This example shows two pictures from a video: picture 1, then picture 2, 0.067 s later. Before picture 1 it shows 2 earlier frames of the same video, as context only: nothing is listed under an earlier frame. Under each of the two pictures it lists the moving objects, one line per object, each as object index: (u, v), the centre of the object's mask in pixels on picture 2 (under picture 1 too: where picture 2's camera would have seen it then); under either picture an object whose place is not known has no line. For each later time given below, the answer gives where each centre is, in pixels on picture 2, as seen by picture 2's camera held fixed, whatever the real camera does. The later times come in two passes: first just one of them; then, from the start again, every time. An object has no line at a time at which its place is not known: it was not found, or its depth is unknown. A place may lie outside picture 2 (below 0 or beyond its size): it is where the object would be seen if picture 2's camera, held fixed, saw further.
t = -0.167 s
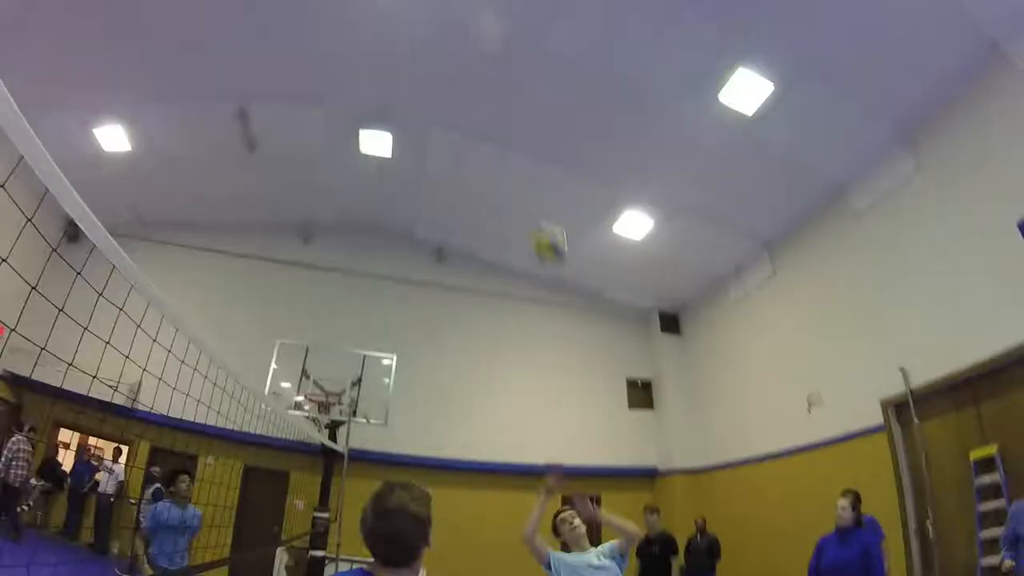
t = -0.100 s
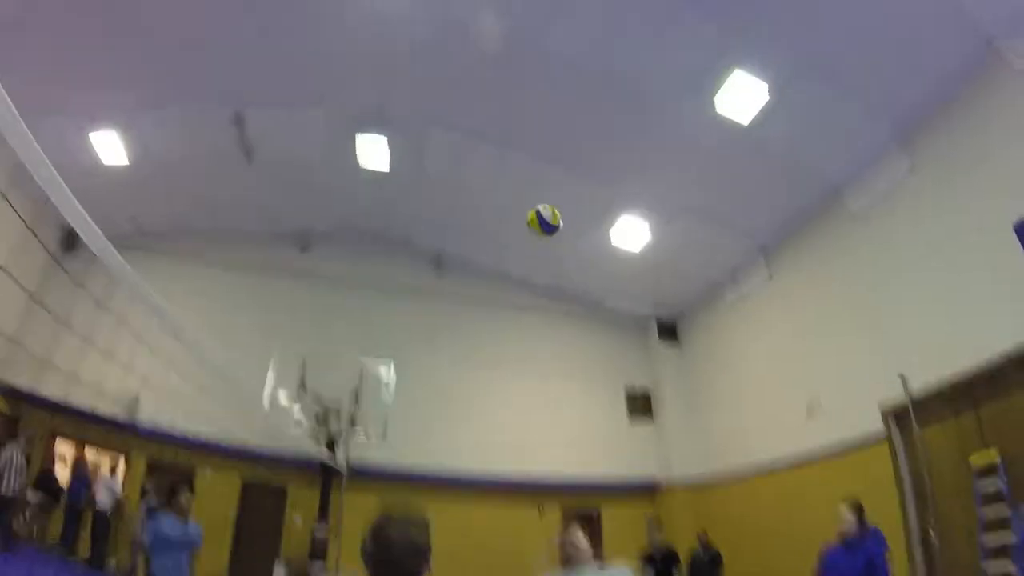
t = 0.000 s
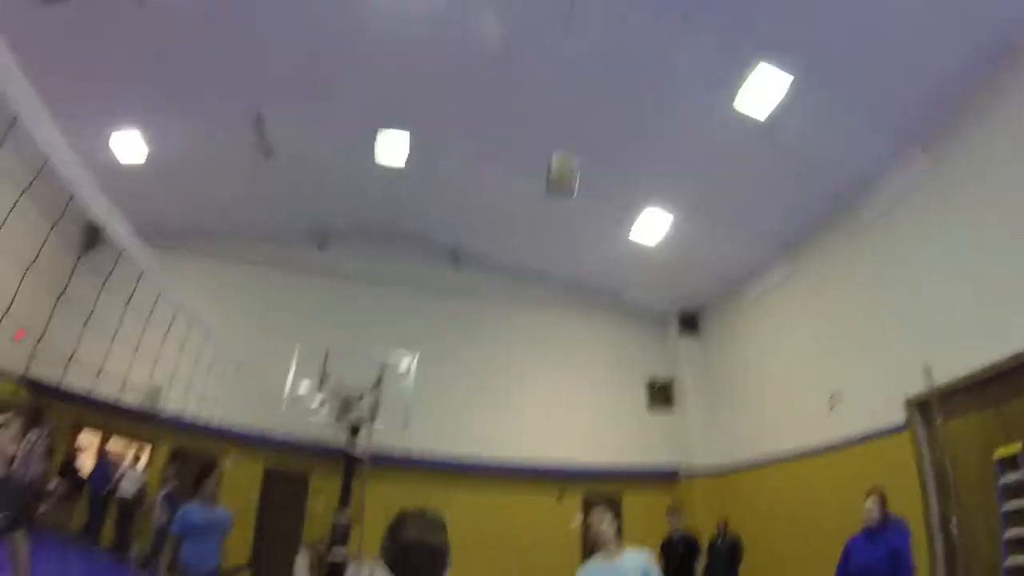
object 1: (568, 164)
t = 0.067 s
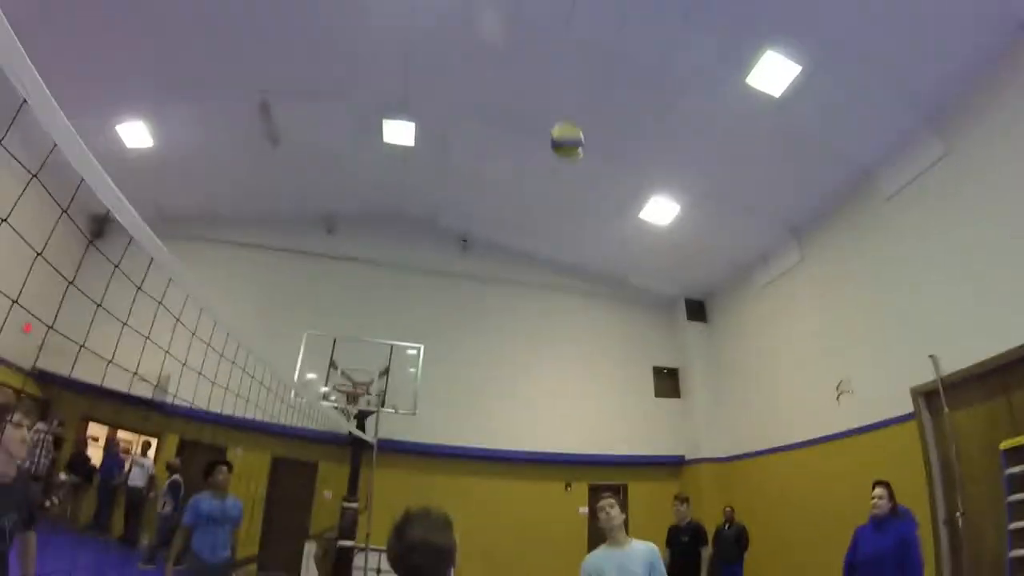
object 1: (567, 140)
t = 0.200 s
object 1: (558, 122)
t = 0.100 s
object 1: (564, 133)
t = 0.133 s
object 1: (562, 128)
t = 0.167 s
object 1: (561, 125)
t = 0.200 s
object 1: (558, 122)
